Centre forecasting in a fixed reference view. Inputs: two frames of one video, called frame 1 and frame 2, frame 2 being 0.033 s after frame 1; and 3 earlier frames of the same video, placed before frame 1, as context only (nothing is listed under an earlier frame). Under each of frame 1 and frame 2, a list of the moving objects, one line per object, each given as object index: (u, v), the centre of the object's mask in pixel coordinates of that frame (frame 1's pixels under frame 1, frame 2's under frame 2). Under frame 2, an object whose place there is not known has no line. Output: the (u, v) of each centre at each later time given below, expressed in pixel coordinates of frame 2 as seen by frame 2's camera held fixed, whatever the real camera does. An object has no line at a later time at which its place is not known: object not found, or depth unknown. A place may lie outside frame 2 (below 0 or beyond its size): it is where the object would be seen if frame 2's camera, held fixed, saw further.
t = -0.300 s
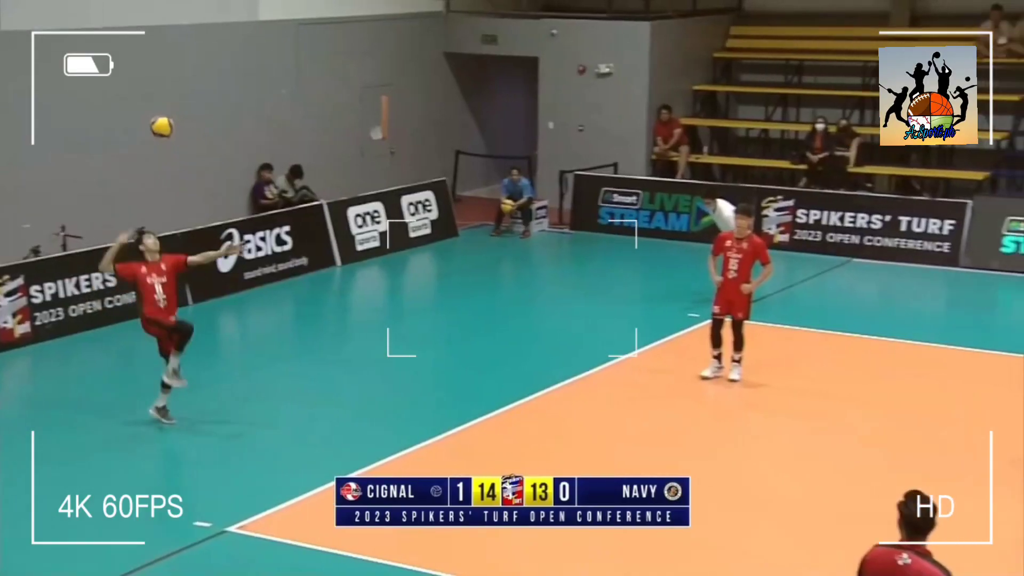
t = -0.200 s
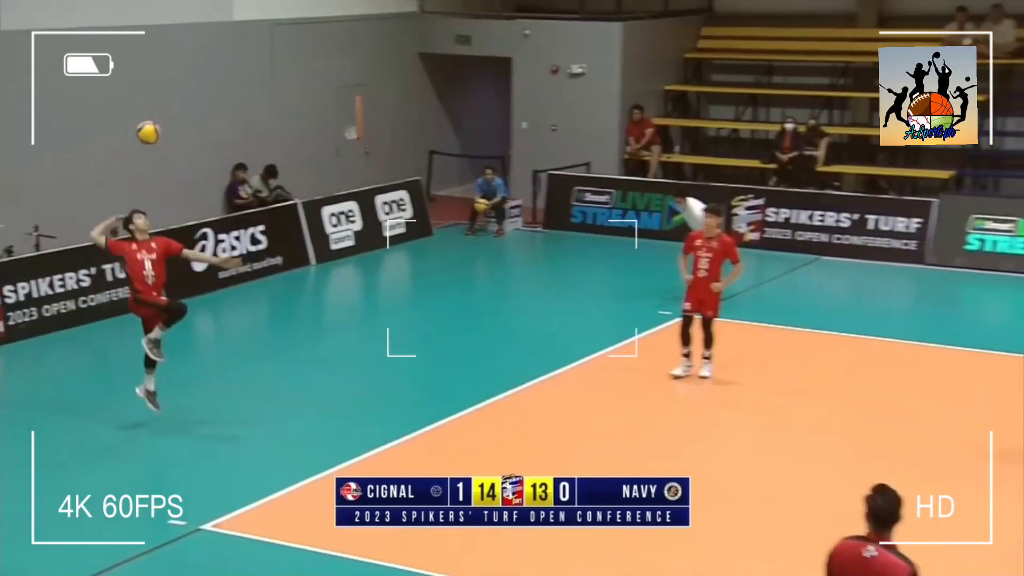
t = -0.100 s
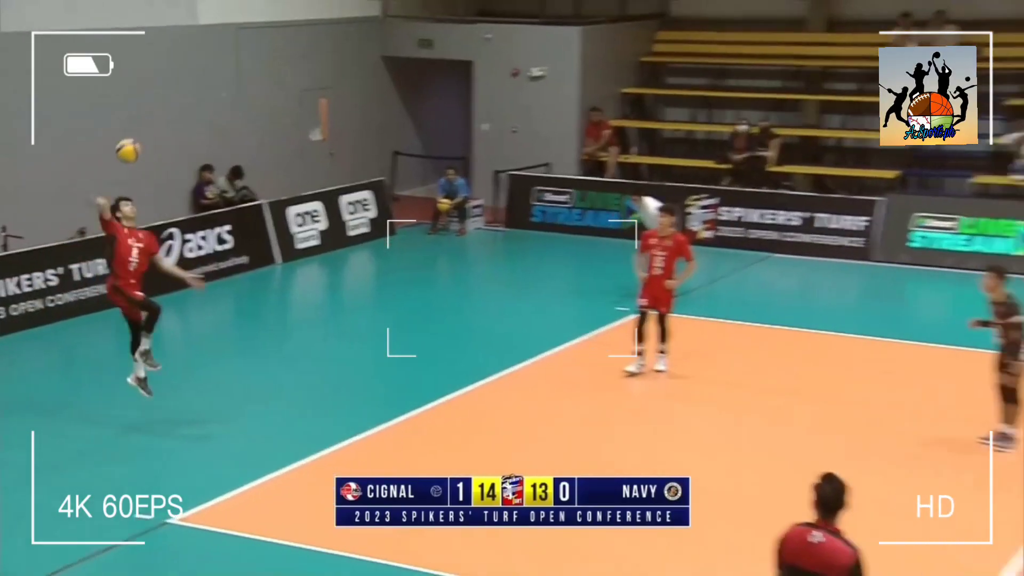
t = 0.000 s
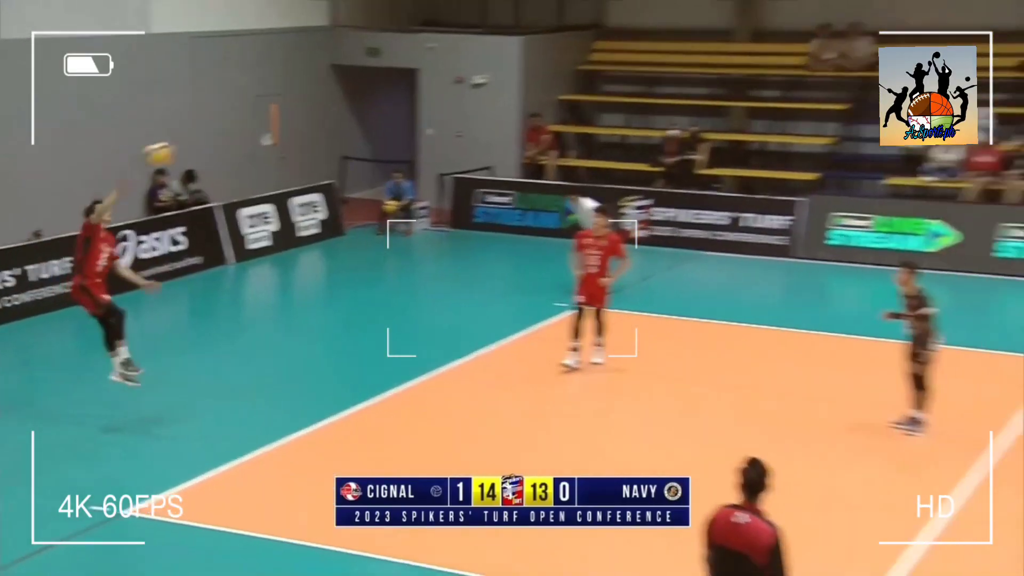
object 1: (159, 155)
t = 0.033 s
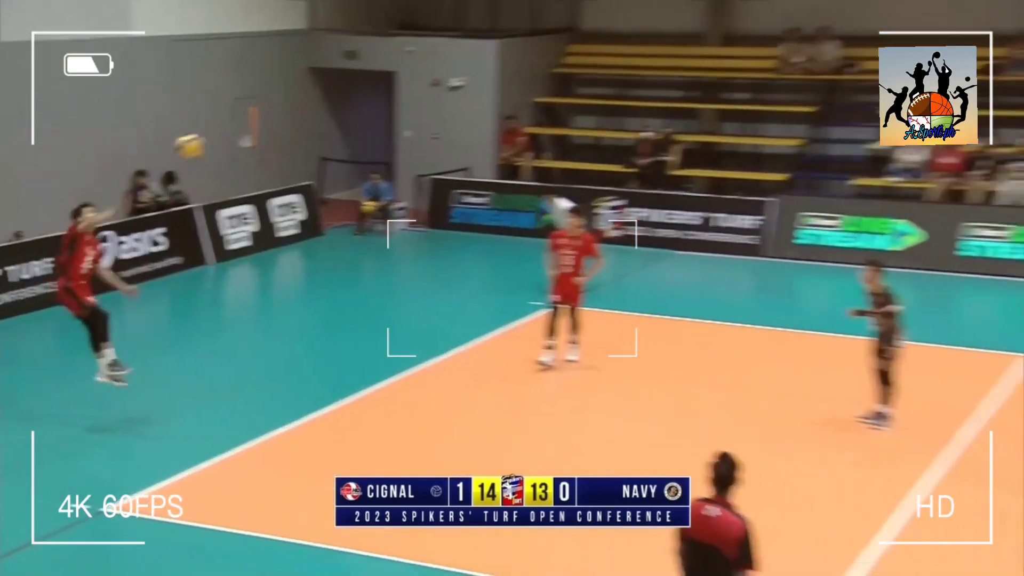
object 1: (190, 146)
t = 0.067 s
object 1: (242, 137)
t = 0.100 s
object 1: (293, 128)
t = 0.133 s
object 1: (344, 121)
